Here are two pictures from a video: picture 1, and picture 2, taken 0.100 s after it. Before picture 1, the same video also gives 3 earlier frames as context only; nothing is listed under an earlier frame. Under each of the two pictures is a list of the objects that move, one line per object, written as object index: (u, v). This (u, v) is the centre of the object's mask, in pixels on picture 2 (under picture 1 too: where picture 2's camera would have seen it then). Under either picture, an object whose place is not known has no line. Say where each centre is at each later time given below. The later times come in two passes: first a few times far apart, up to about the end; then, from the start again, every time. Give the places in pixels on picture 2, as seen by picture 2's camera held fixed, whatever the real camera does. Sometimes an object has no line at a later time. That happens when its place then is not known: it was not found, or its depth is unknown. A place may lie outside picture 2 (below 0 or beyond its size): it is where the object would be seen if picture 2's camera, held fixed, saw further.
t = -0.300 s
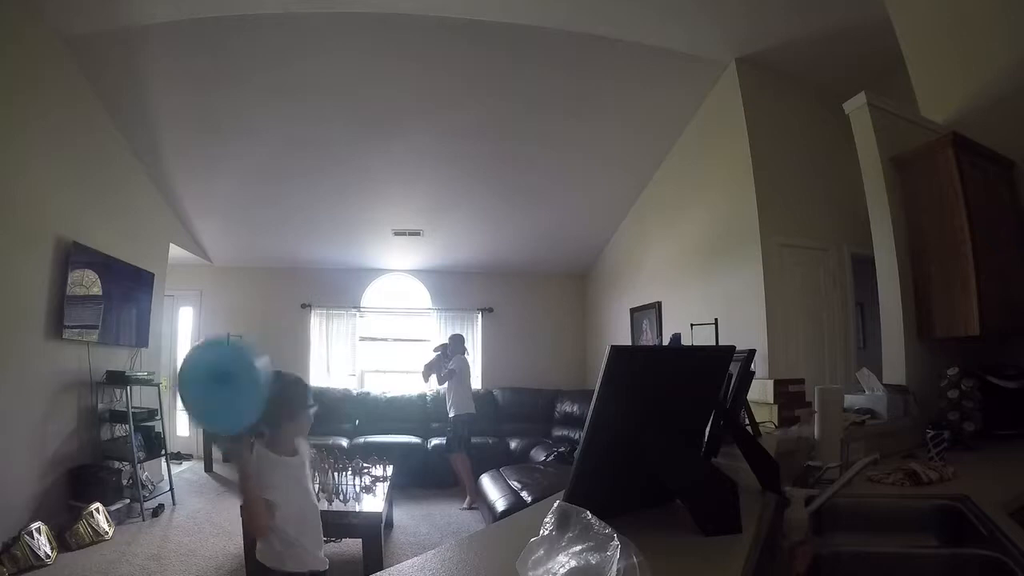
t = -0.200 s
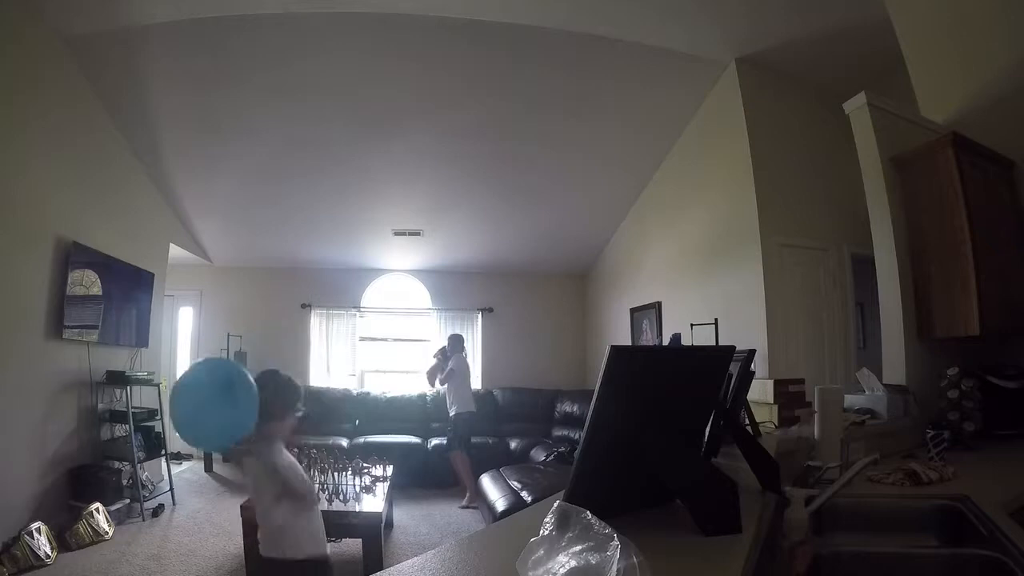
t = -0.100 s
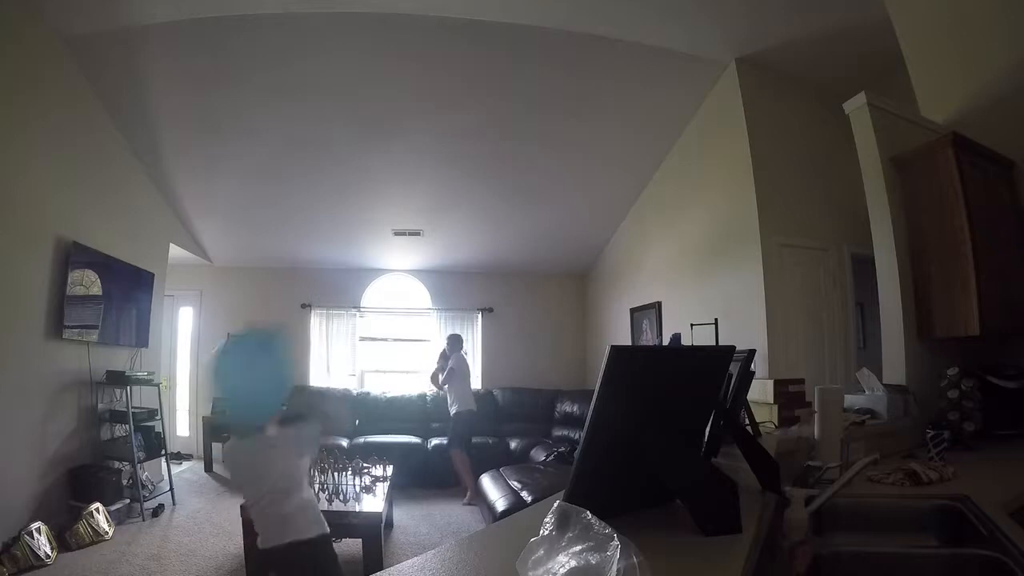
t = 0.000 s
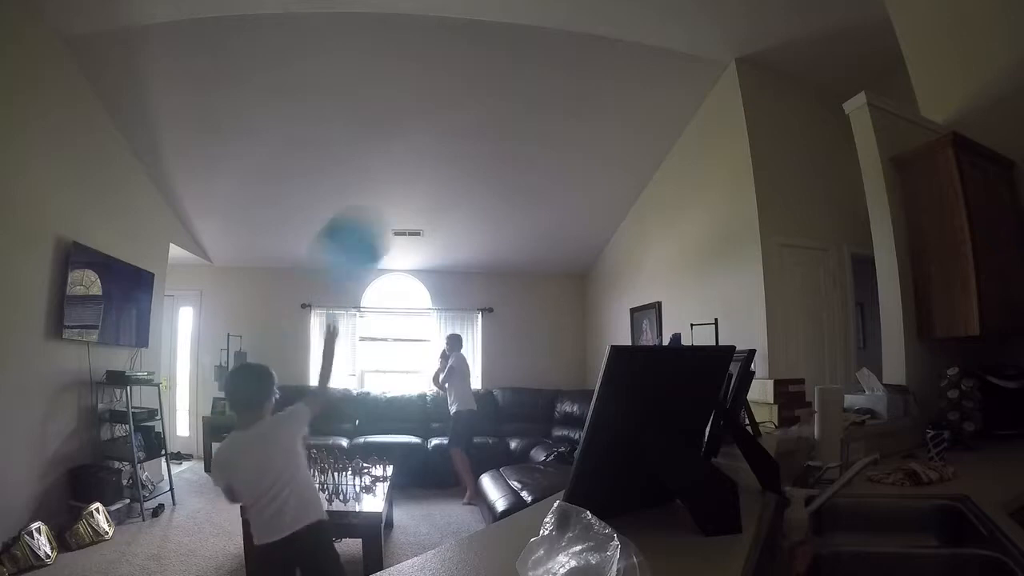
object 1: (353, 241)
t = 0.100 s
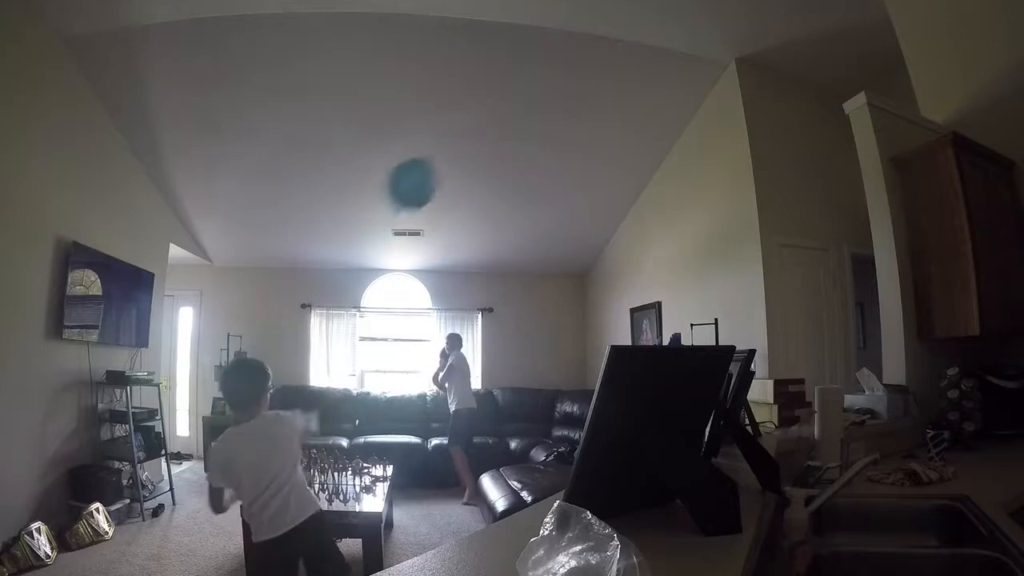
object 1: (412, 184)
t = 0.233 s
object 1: (456, 186)
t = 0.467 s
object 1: (488, 223)
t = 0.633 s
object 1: (500, 263)
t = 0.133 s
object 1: (427, 180)
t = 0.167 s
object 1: (439, 180)
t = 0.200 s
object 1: (448, 183)
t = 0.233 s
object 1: (456, 186)
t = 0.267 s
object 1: (463, 191)
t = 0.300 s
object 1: (469, 195)
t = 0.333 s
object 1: (473, 200)
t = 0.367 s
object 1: (477, 204)
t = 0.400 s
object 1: (481, 210)
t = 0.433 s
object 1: (485, 217)
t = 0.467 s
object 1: (488, 223)
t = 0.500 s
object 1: (492, 230)
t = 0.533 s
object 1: (495, 237)
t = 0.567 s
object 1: (497, 246)
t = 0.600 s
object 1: (499, 253)
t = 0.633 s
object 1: (500, 263)
